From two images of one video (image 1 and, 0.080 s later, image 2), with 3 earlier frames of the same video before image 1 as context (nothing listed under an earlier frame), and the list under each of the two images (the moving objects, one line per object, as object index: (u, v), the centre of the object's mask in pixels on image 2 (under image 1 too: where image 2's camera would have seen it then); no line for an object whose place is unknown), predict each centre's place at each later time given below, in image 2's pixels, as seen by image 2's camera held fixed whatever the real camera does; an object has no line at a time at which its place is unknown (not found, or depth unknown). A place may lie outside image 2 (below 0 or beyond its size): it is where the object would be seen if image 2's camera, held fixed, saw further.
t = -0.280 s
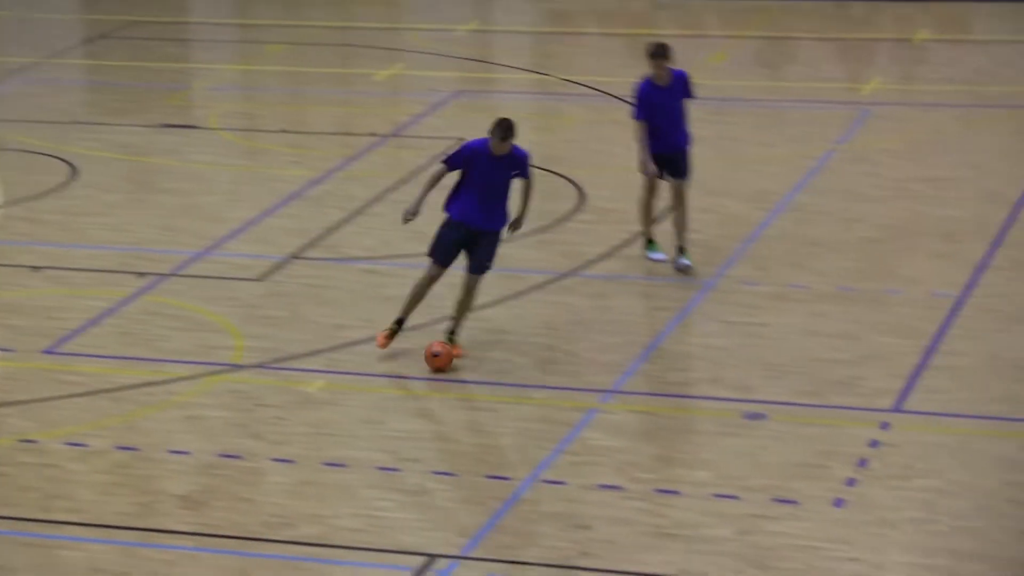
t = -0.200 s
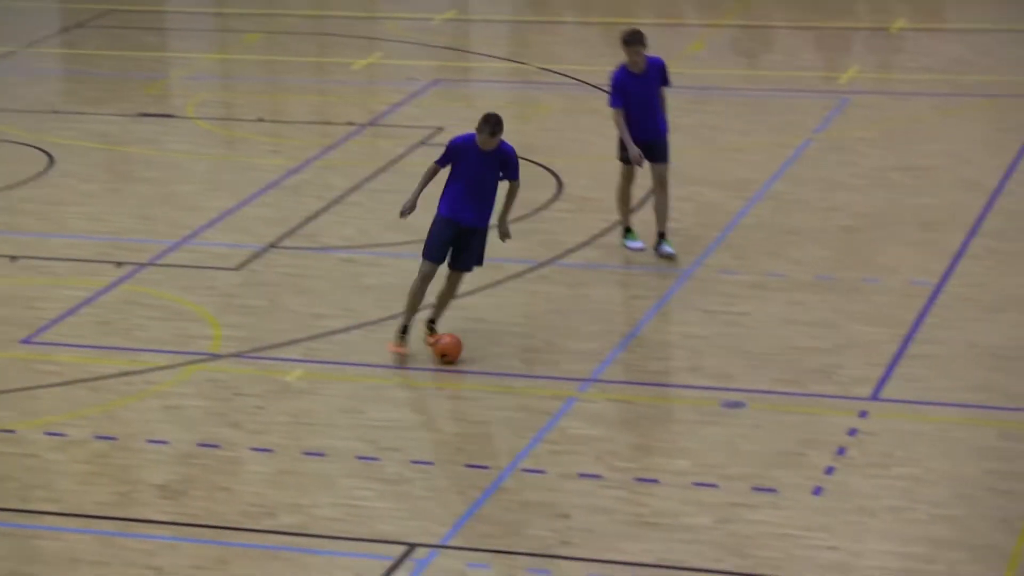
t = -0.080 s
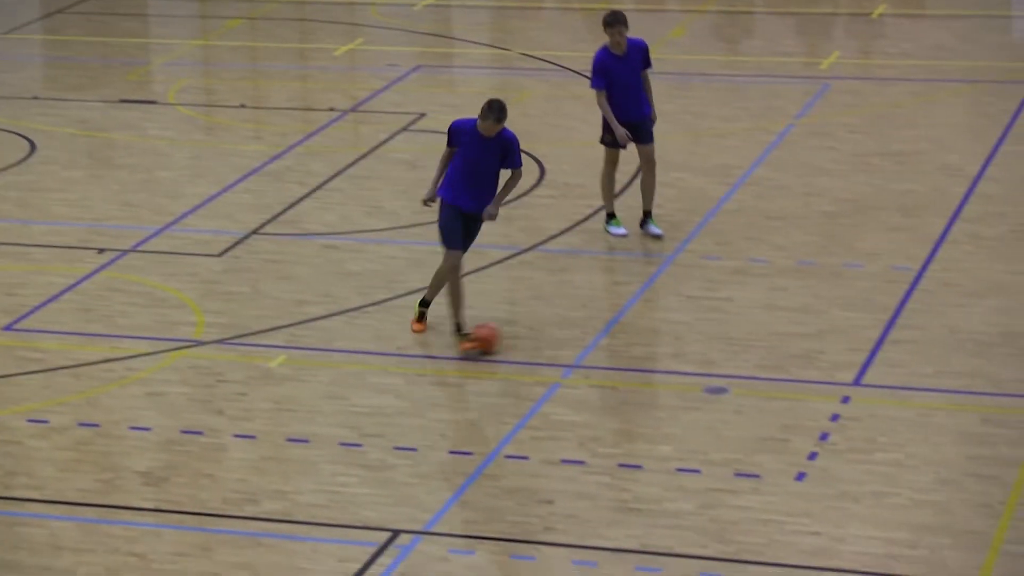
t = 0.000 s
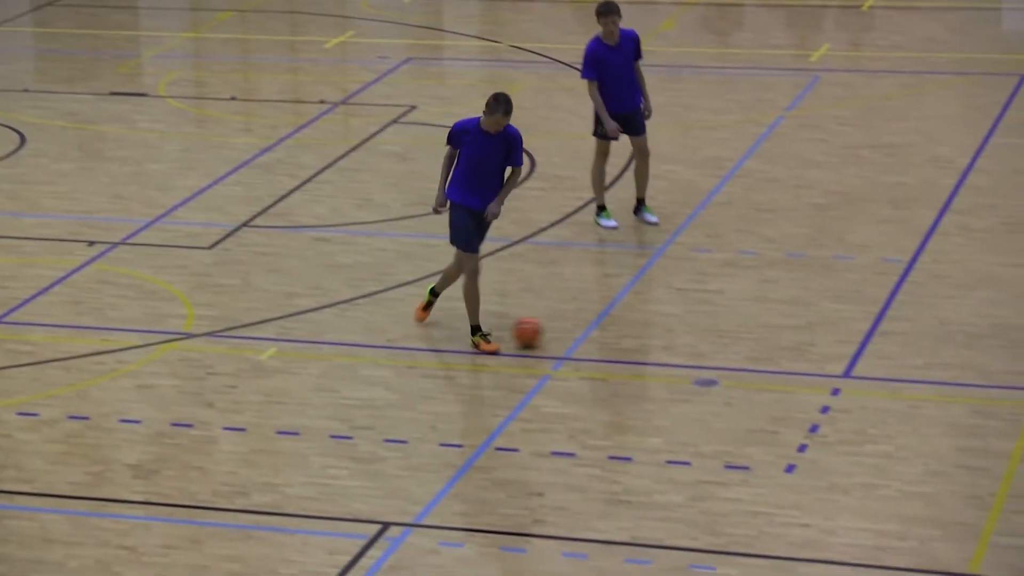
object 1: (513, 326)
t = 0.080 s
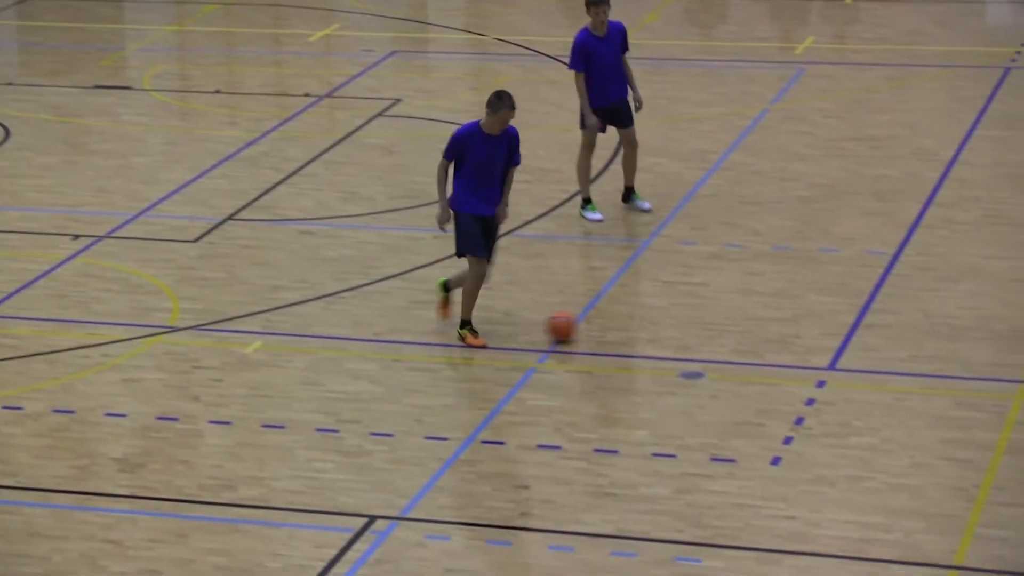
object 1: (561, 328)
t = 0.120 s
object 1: (584, 328)
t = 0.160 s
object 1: (607, 329)
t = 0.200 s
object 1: (629, 330)
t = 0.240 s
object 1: (651, 331)
